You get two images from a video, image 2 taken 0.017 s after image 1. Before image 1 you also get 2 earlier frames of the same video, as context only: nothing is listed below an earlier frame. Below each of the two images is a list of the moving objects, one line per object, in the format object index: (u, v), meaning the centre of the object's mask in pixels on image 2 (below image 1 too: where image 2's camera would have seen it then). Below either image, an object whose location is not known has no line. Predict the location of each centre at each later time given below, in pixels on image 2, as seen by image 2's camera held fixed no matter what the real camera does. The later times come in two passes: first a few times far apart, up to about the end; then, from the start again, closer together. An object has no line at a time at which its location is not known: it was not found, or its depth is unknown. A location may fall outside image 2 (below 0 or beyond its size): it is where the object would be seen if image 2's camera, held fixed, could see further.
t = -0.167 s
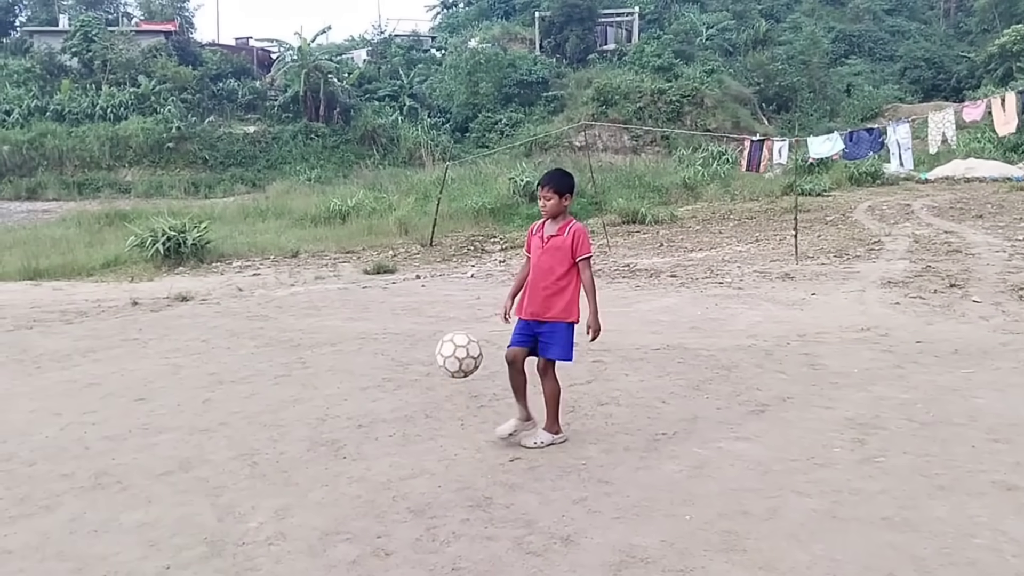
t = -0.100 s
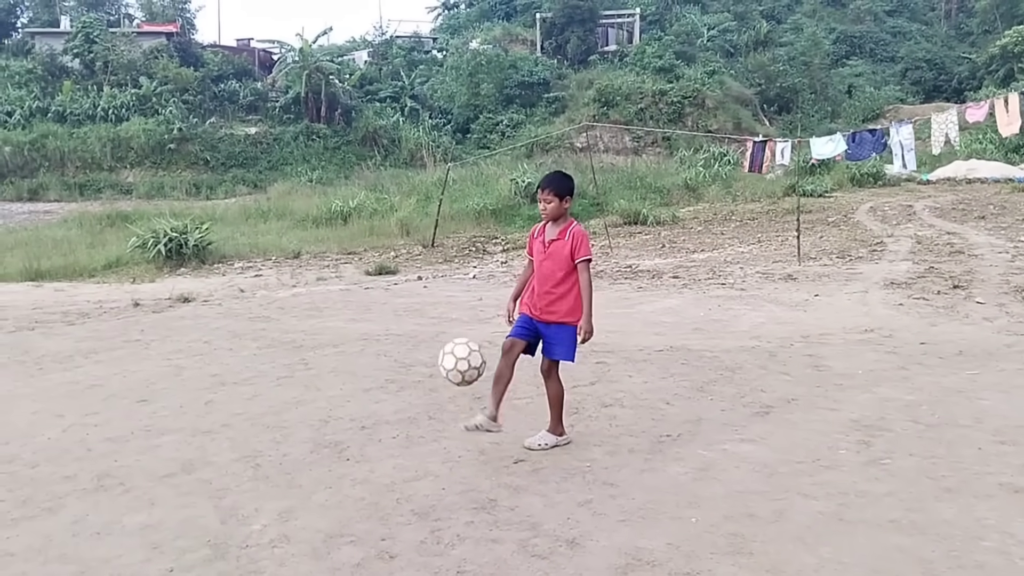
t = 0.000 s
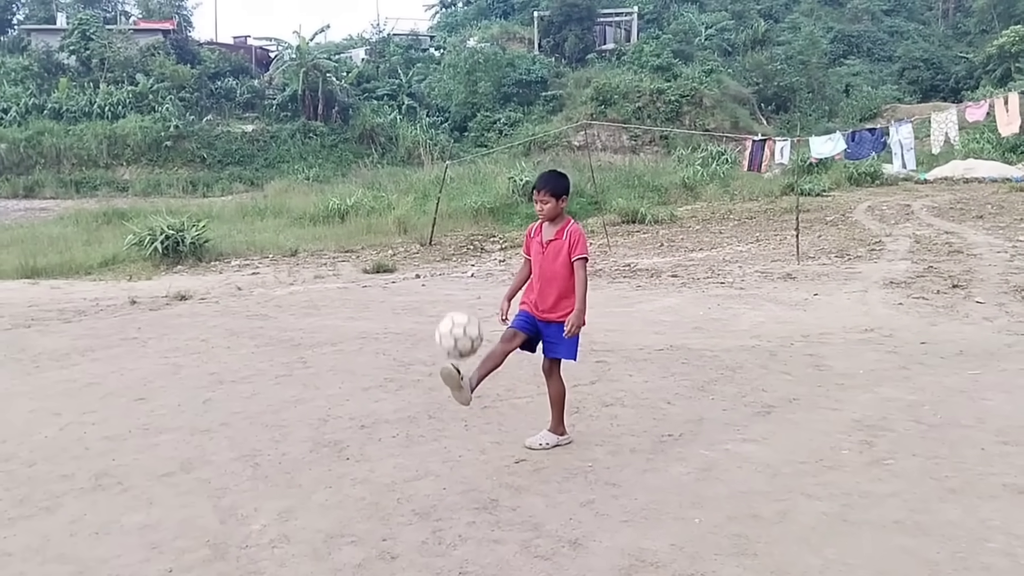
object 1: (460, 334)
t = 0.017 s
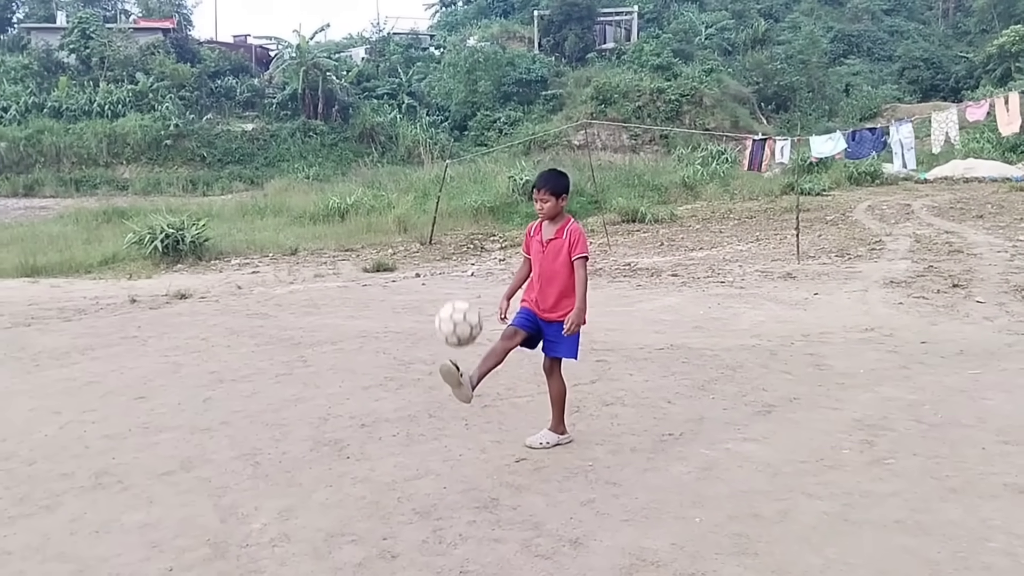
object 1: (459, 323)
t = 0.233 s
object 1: (453, 236)
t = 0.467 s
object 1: (444, 254)
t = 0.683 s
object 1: (432, 376)
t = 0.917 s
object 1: (429, 376)
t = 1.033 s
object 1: (428, 355)
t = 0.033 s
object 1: (458, 313)
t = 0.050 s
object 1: (456, 303)
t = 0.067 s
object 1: (456, 294)
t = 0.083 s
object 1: (455, 286)
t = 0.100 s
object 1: (454, 277)
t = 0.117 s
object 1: (453, 270)
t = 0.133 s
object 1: (453, 263)
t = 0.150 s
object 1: (453, 257)
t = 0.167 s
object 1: (452, 252)
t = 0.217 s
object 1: (454, 239)
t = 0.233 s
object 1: (453, 236)
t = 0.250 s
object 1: (453, 234)
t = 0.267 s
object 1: (453, 232)
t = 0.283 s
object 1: (452, 230)
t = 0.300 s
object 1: (452, 229)
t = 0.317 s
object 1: (451, 229)
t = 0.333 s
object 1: (451, 229)
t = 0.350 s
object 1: (450, 231)
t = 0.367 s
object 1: (450, 232)
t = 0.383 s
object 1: (450, 234)
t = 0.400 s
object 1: (449, 237)
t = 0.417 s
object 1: (448, 241)
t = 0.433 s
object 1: (447, 245)
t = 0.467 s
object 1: (444, 254)
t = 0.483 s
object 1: (442, 260)
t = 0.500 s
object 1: (440, 266)
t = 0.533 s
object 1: (440, 281)
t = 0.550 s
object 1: (439, 289)
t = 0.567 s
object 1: (437, 298)
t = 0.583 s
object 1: (437, 308)
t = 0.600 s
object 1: (436, 318)
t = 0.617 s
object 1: (435, 328)
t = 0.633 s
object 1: (435, 339)
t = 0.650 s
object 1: (434, 351)
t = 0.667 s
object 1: (433, 363)
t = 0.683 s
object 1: (432, 376)
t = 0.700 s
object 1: (431, 389)
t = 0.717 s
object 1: (430, 403)
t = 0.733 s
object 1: (429, 418)
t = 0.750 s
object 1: (429, 434)
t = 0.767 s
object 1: (428, 441)
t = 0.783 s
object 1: (428, 432)
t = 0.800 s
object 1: (428, 423)
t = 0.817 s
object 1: (429, 415)
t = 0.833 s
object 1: (429, 407)
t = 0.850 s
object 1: (430, 399)
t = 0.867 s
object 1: (429, 393)
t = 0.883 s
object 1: (428, 387)
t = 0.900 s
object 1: (428, 382)
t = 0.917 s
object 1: (429, 376)
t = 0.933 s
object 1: (429, 372)
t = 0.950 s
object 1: (429, 368)
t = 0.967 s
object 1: (429, 364)
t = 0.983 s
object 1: (428, 361)
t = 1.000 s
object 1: (428, 359)
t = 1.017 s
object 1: (428, 357)
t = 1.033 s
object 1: (428, 355)
